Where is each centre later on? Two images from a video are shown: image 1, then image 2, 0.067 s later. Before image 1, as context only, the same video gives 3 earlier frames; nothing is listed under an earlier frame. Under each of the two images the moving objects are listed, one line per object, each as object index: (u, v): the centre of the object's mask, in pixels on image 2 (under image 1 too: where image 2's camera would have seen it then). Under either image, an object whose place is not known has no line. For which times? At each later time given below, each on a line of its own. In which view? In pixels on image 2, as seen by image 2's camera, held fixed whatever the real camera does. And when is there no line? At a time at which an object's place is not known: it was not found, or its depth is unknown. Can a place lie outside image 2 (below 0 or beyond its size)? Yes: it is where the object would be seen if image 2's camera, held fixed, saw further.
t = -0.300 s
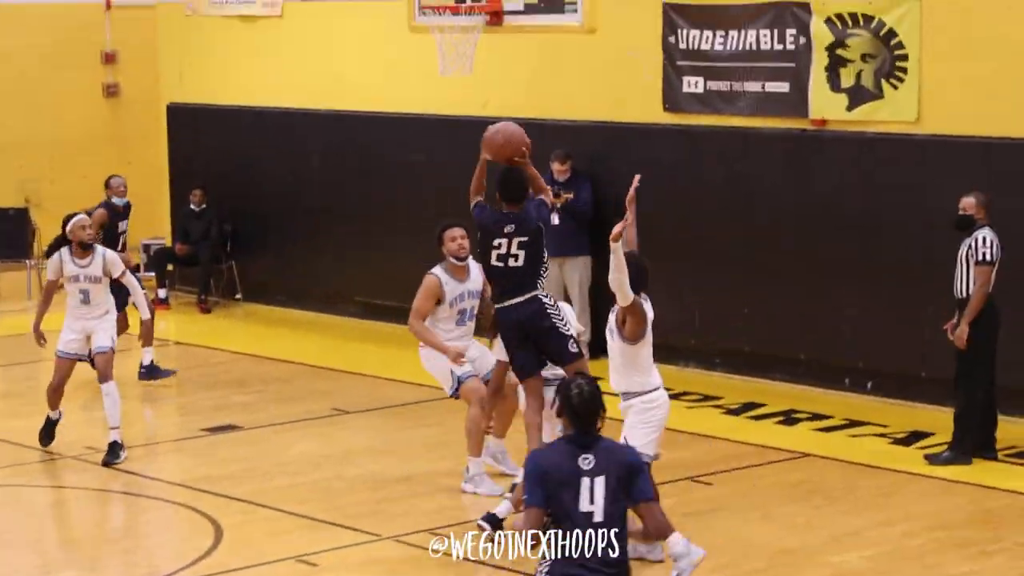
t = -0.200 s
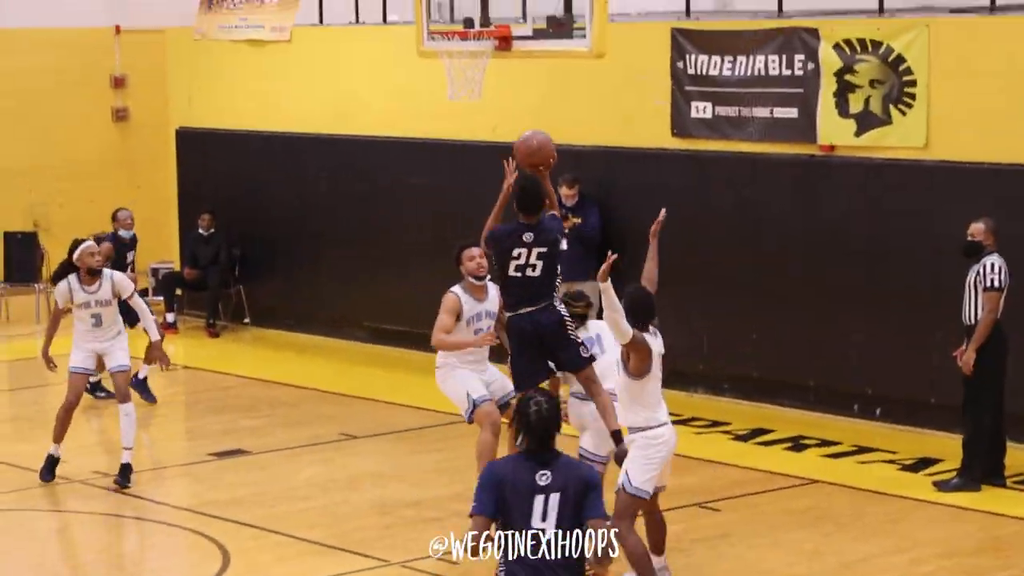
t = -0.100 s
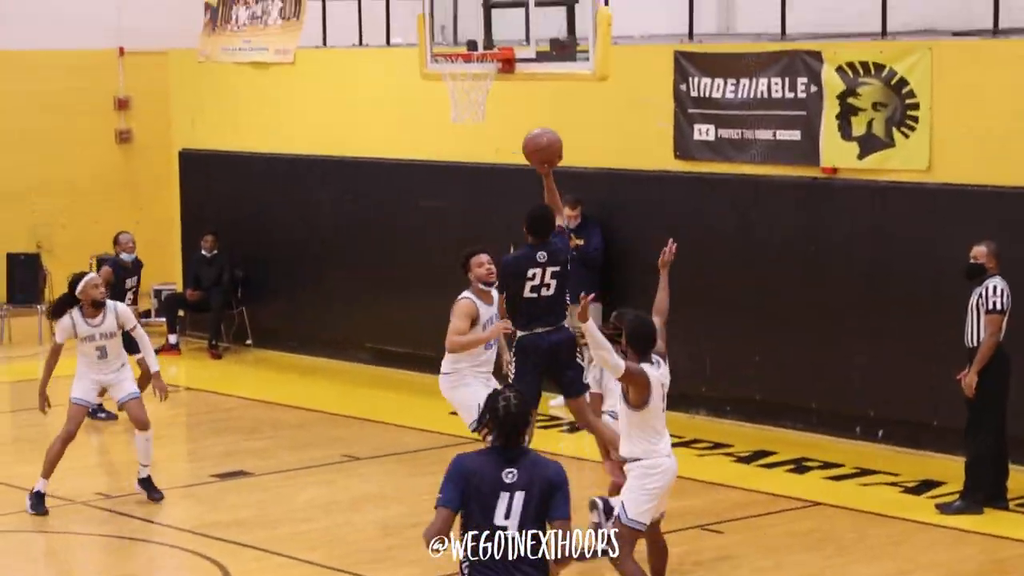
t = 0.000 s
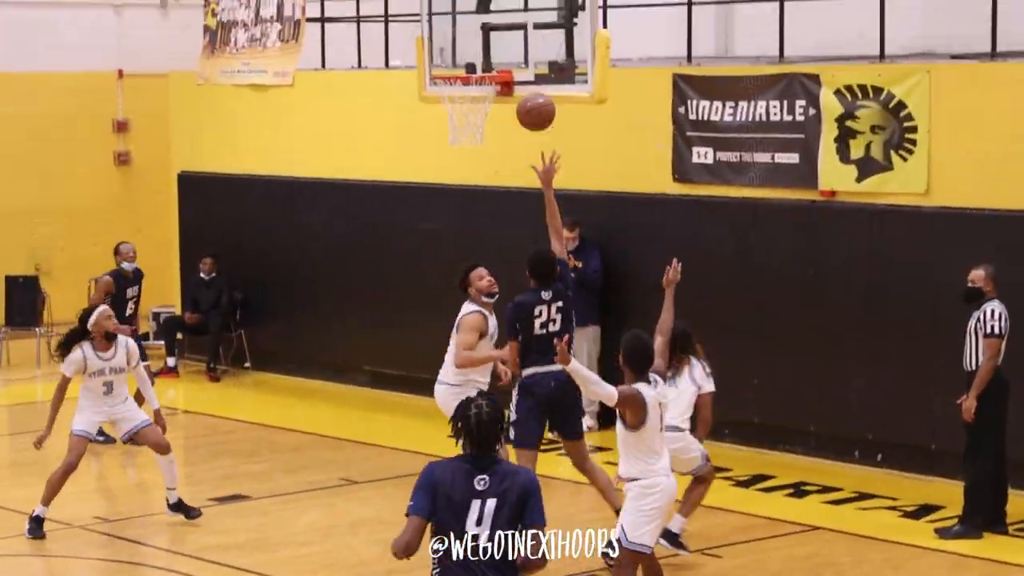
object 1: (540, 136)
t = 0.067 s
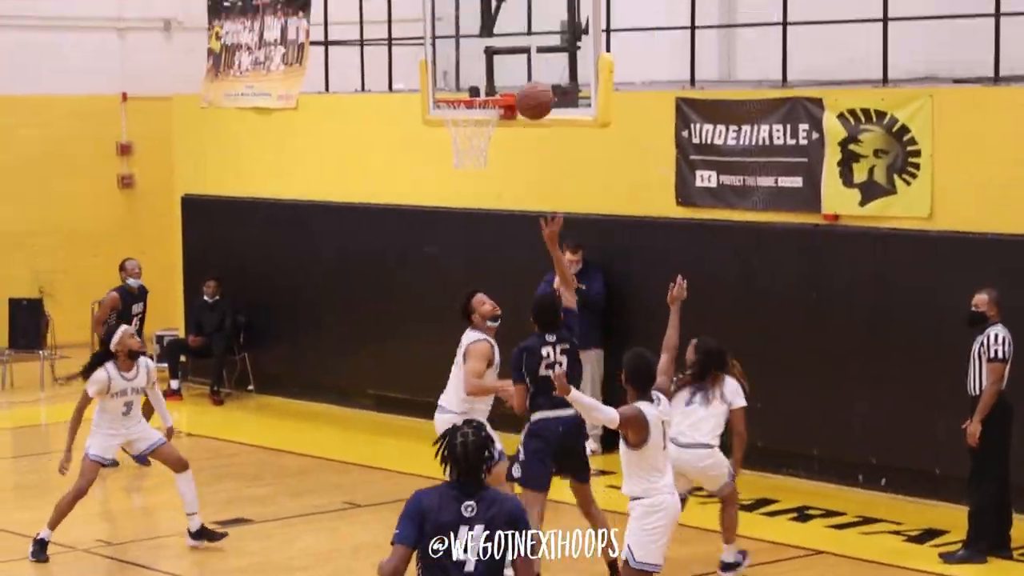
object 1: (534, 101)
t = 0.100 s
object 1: (532, 86)
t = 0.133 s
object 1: (529, 75)
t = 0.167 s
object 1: (526, 64)
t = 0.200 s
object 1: (524, 56)
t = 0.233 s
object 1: (522, 49)
